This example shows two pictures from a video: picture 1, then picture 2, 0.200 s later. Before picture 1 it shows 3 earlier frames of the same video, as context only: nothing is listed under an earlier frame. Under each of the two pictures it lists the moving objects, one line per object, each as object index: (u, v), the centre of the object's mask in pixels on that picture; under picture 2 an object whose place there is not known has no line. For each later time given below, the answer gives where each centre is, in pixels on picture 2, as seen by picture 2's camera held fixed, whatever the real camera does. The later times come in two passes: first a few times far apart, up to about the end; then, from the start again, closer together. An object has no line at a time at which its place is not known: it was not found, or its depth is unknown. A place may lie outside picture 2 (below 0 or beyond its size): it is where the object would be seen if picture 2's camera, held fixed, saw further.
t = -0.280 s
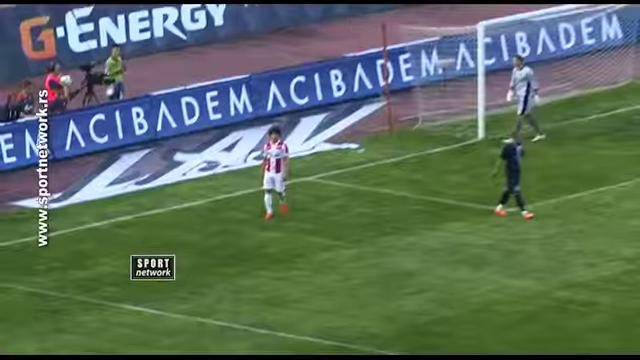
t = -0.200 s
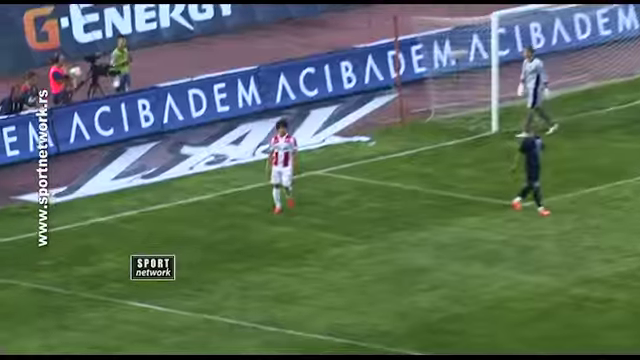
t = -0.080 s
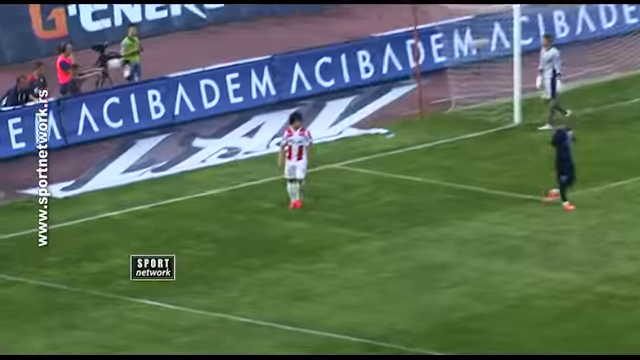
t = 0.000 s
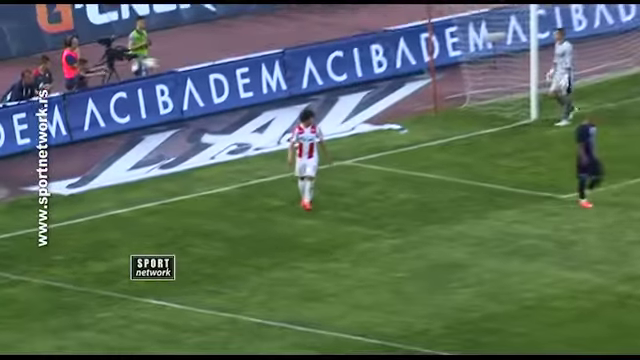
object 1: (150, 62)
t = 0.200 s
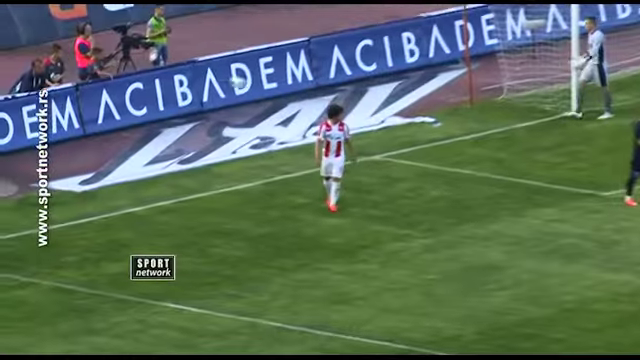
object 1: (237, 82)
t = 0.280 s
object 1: (265, 100)
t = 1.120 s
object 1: (397, 125)
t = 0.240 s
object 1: (253, 91)
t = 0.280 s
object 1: (265, 100)
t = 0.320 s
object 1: (277, 109)
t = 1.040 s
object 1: (384, 111)
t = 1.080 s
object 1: (391, 117)
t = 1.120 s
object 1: (397, 125)
